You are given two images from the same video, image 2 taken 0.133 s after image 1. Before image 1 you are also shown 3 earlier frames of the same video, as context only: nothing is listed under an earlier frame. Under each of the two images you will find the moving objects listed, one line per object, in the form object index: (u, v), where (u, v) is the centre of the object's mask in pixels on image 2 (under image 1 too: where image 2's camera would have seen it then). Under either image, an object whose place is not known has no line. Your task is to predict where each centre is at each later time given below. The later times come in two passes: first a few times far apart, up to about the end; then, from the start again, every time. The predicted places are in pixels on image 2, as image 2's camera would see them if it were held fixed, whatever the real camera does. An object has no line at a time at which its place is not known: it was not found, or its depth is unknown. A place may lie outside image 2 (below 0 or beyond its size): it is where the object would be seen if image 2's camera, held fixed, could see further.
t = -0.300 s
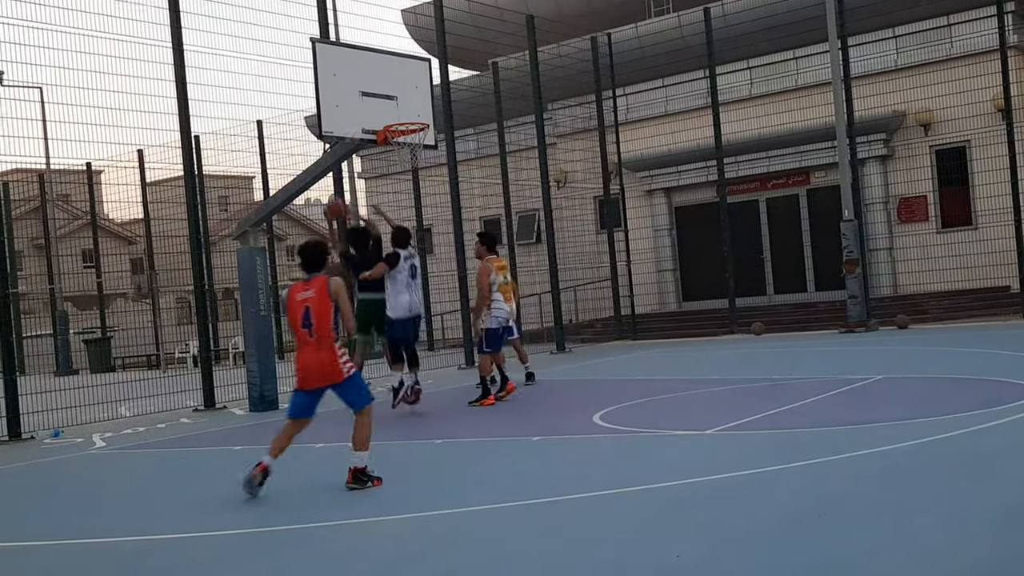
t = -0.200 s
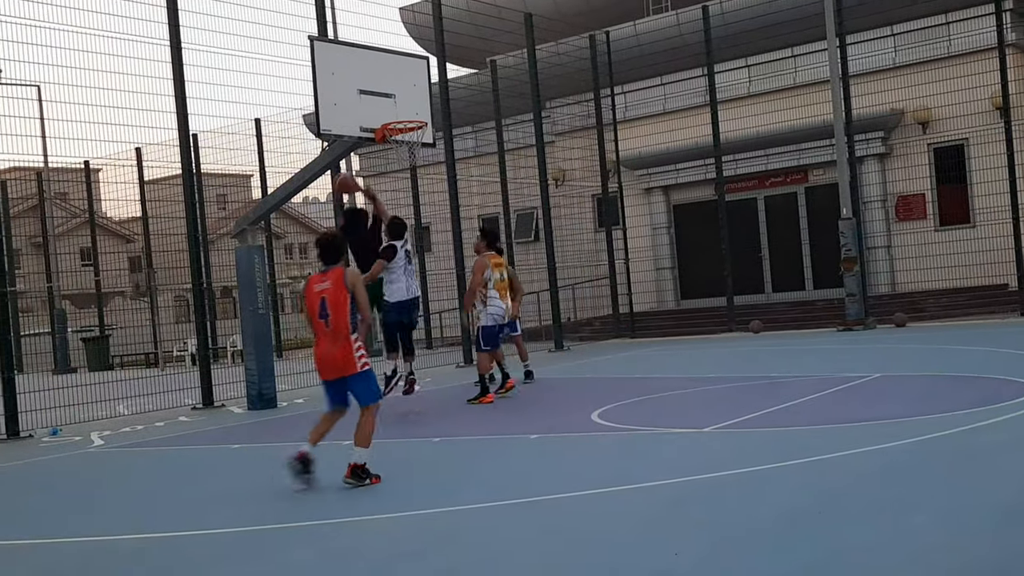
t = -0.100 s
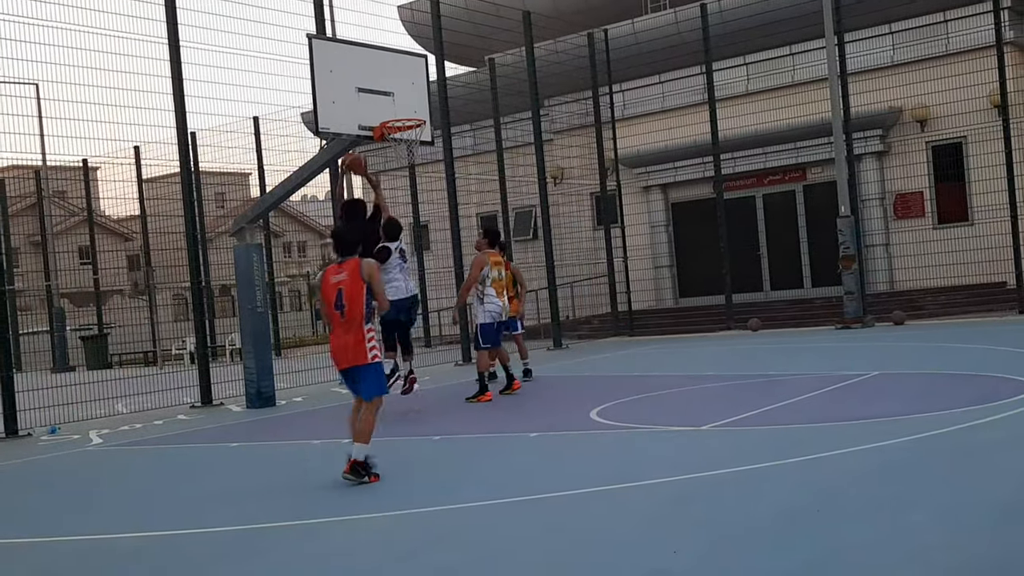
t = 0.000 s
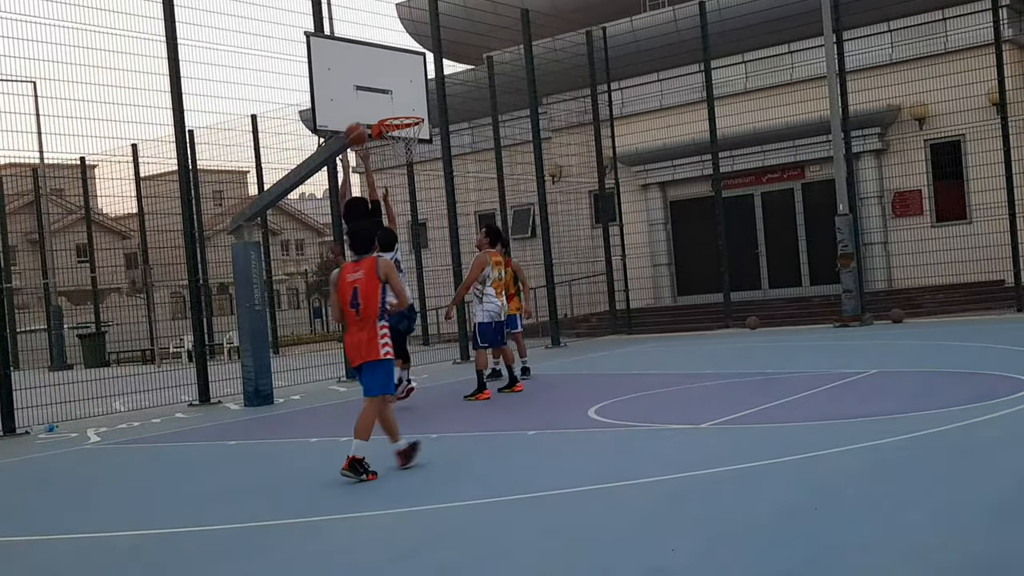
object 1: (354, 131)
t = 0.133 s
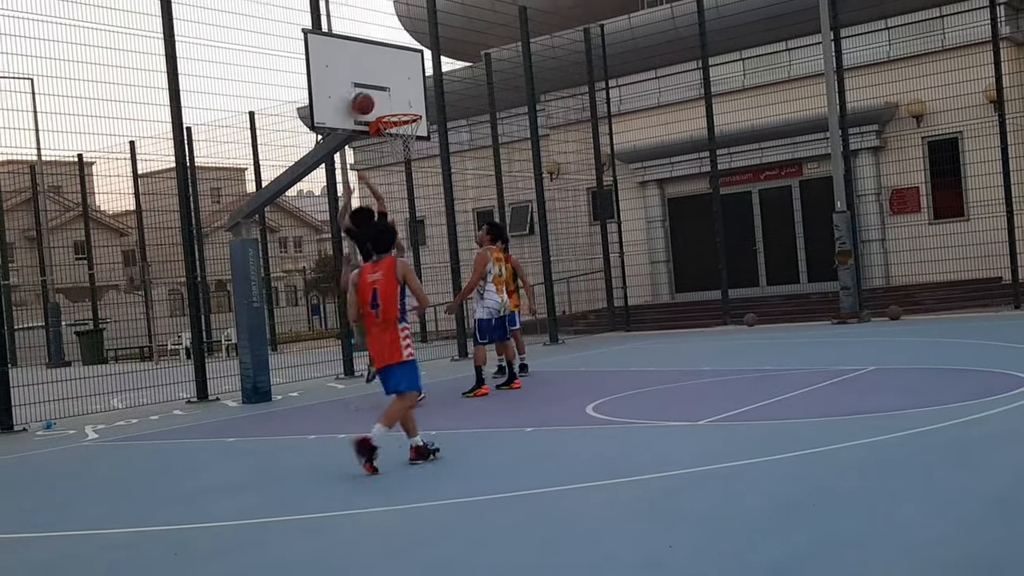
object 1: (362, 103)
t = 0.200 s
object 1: (373, 99)
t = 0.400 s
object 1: (404, 105)
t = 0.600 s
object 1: (392, 107)
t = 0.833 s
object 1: (384, 107)
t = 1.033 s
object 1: (395, 108)
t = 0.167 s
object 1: (368, 100)
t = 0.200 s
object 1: (373, 99)
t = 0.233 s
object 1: (378, 98)
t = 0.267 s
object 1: (383, 97)
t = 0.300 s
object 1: (388, 98)
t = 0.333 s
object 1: (393, 100)
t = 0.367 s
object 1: (399, 103)
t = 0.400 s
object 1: (404, 105)
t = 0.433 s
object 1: (408, 111)
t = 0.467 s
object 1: (404, 106)
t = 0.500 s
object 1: (401, 106)
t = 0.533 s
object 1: (398, 106)
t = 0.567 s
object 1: (395, 106)
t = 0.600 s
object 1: (392, 107)
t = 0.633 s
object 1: (391, 105)
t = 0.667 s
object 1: (389, 104)
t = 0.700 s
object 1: (387, 104)
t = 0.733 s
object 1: (386, 104)
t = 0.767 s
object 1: (384, 105)
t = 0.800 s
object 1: (383, 107)
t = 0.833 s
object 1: (384, 107)
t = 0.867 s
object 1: (385, 106)
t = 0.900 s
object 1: (387, 105)
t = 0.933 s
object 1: (389, 105)
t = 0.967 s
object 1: (391, 105)
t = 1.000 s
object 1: (393, 107)
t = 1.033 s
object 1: (395, 108)
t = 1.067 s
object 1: (398, 113)
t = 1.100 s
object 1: (399, 118)
